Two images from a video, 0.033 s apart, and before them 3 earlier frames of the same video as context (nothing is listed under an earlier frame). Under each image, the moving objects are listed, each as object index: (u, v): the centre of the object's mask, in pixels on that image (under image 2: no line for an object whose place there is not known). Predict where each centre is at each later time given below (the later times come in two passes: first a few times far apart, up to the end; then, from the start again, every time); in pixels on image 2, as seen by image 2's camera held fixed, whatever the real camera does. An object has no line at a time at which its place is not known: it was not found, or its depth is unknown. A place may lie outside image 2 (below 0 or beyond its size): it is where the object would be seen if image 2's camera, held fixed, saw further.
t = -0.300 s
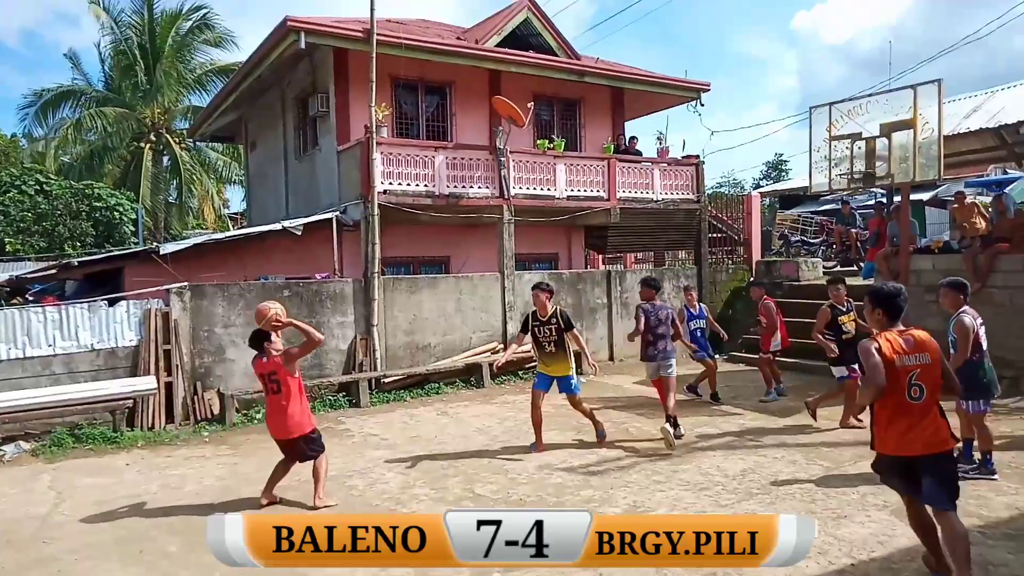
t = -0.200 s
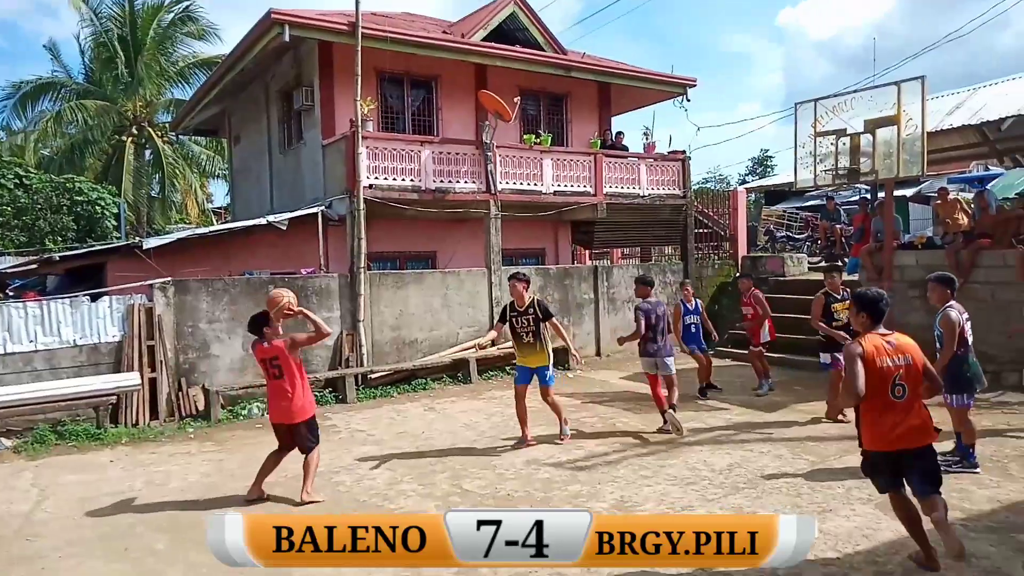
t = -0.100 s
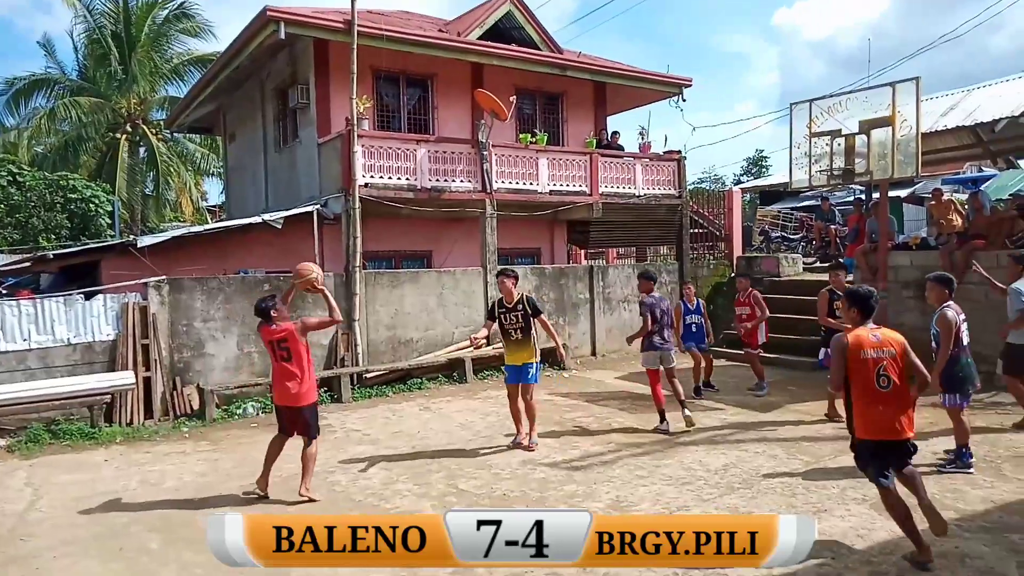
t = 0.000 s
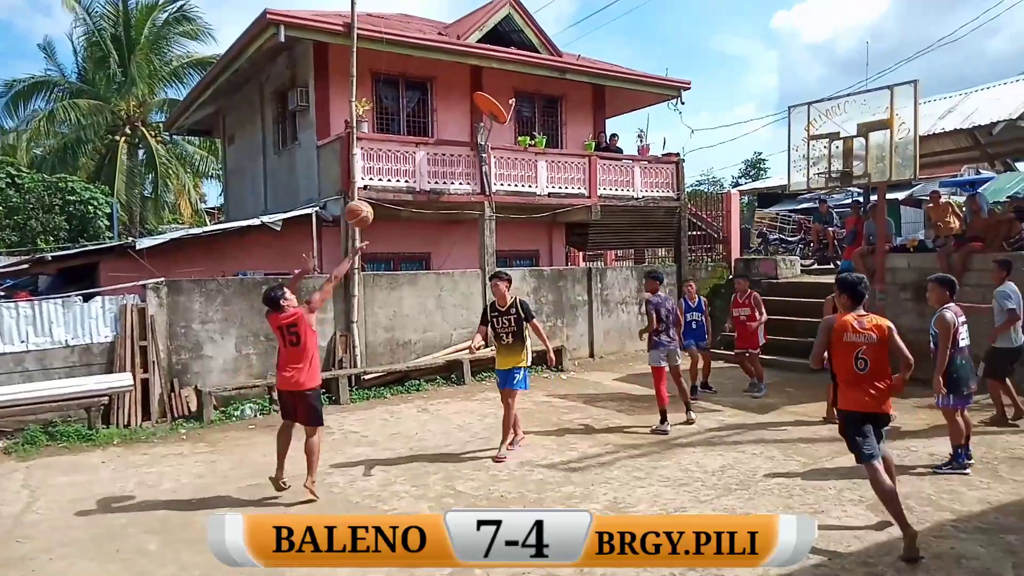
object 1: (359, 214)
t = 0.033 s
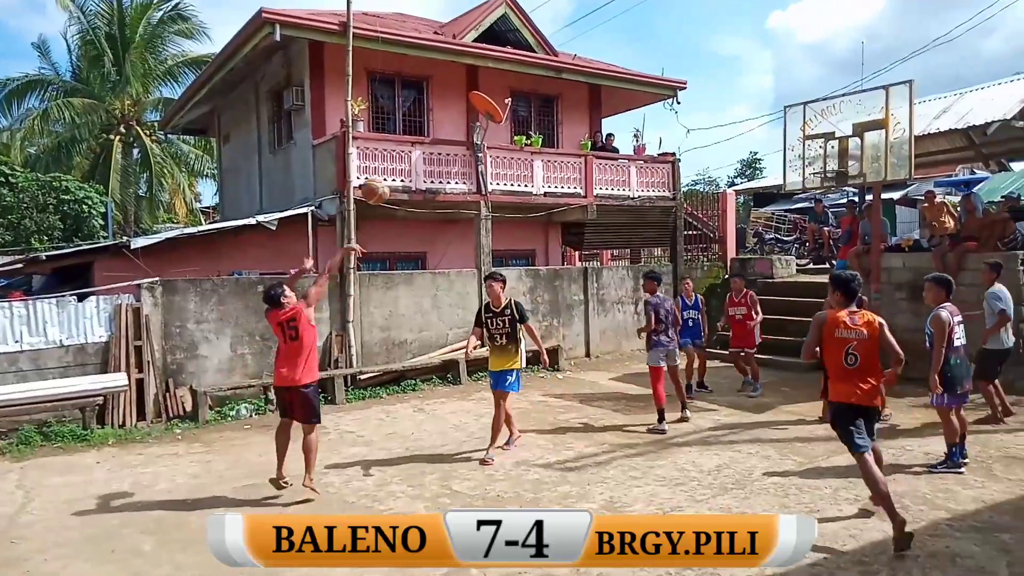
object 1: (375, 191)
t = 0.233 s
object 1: (489, 90)
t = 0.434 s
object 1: (585, 44)
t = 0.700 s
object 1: (695, 45)
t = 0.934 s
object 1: (775, 93)
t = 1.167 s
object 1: (835, 162)
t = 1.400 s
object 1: (779, 141)
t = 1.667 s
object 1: (728, 166)
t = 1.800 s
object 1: (704, 195)
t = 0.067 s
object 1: (396, 170)
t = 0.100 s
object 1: (415, 151)
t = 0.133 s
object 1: (435, 134)
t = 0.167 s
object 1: (453, 118)
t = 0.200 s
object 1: (472, 104)
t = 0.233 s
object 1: (489, 90)
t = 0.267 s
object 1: (507, 78)
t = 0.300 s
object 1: (523, 69)
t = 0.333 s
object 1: (539, 62)
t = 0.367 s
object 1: (554, 55)
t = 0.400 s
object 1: (570, 49)
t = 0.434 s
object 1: (585, 44)
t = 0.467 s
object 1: (600, 41)
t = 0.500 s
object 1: (614, 38)
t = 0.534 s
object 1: (628, 37)
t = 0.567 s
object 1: (643, 37)
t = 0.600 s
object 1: (656, 38)
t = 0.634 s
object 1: (668, 39)
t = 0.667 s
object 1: (681, 42)
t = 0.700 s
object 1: (695, 45)
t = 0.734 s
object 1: (708, 50)
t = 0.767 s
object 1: (719, 55)
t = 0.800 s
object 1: (730, 61)
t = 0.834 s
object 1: (742, 68)
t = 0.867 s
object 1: (755, 76)
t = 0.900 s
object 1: (765, 84)
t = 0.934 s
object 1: (775, 93)
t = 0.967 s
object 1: (785, 103)
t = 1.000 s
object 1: (796, 113)
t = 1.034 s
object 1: (806, 125)
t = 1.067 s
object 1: (816, 136)
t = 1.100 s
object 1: (827, 148)
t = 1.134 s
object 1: (837, 162)
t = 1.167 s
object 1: (835, 162)
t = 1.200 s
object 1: (825, 156)
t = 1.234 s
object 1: (817, 151)
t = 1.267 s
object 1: (808, 147)
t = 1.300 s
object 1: (801, 145)
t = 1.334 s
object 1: (793, 143)
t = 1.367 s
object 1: (786, 142)
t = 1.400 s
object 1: (779, 141)
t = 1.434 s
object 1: (772, 142)
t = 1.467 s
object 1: (765, 143)
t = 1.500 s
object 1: (759, 145)
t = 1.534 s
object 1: (752, 148)
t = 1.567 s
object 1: (746, 152)
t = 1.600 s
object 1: (740, 156)
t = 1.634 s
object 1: (733, 161)
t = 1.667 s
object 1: (728, 166)
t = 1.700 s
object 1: (721, 173)
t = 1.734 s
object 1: (715, 180)
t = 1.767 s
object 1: (711, 186)
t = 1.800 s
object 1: (704, 195)
